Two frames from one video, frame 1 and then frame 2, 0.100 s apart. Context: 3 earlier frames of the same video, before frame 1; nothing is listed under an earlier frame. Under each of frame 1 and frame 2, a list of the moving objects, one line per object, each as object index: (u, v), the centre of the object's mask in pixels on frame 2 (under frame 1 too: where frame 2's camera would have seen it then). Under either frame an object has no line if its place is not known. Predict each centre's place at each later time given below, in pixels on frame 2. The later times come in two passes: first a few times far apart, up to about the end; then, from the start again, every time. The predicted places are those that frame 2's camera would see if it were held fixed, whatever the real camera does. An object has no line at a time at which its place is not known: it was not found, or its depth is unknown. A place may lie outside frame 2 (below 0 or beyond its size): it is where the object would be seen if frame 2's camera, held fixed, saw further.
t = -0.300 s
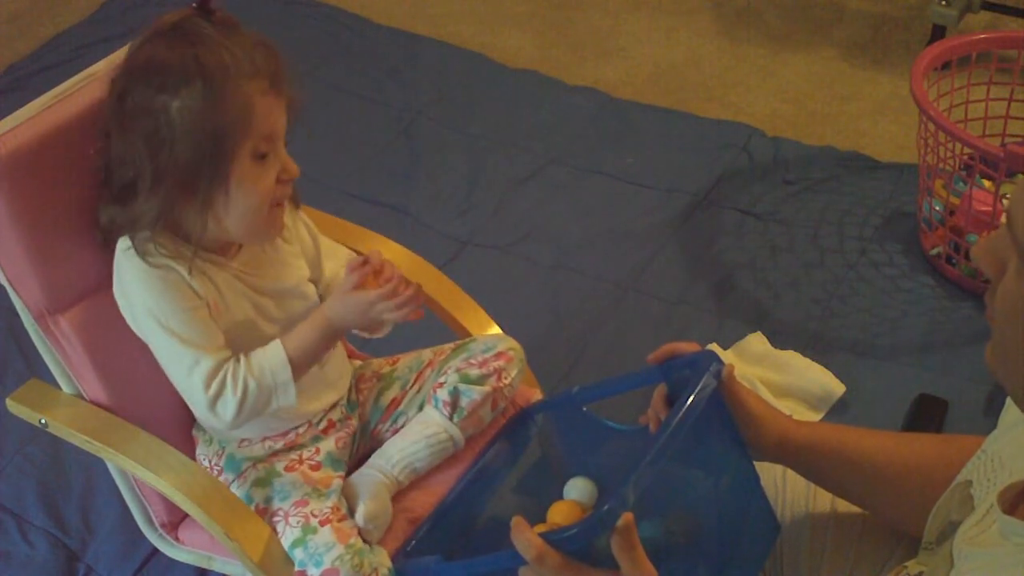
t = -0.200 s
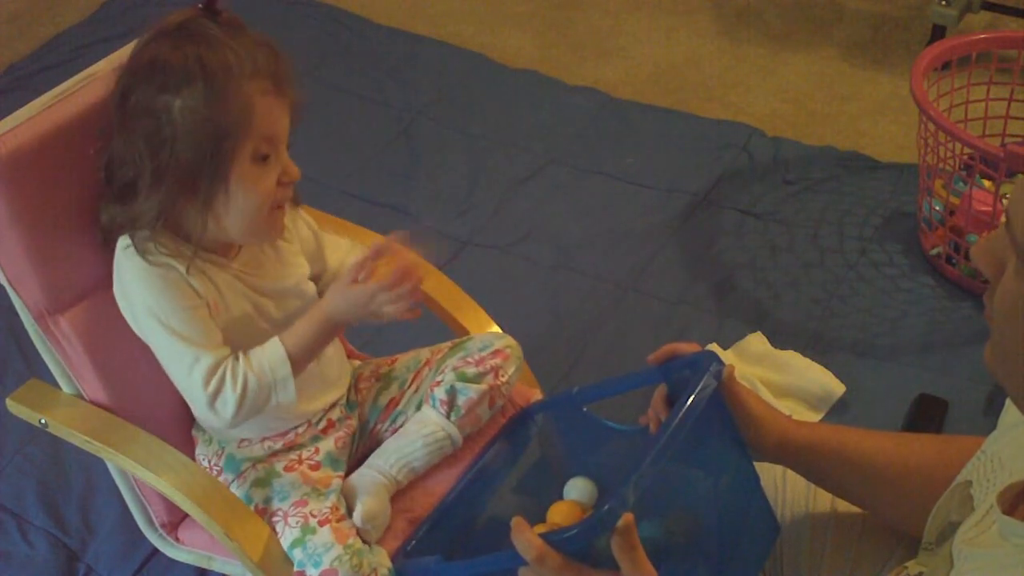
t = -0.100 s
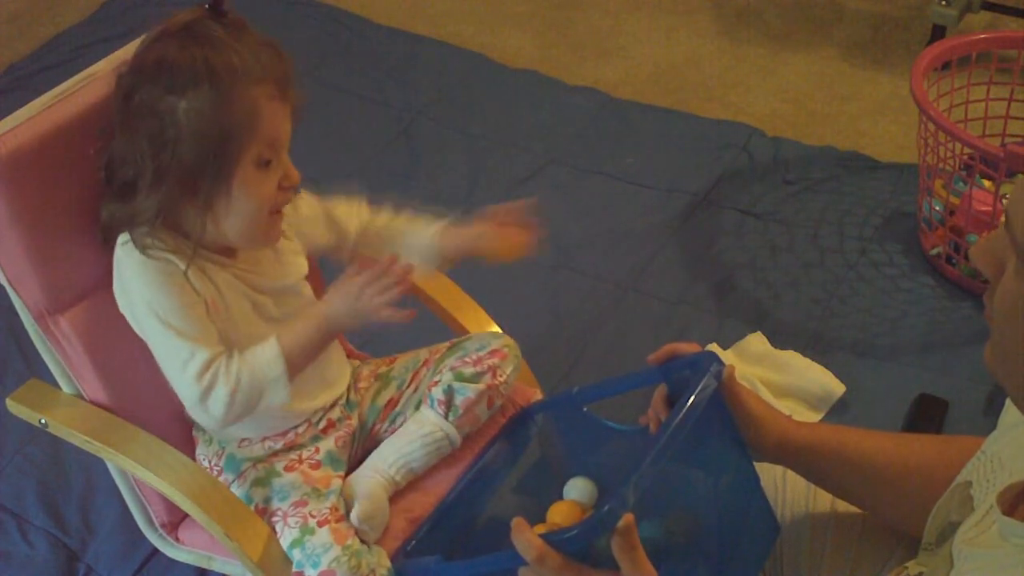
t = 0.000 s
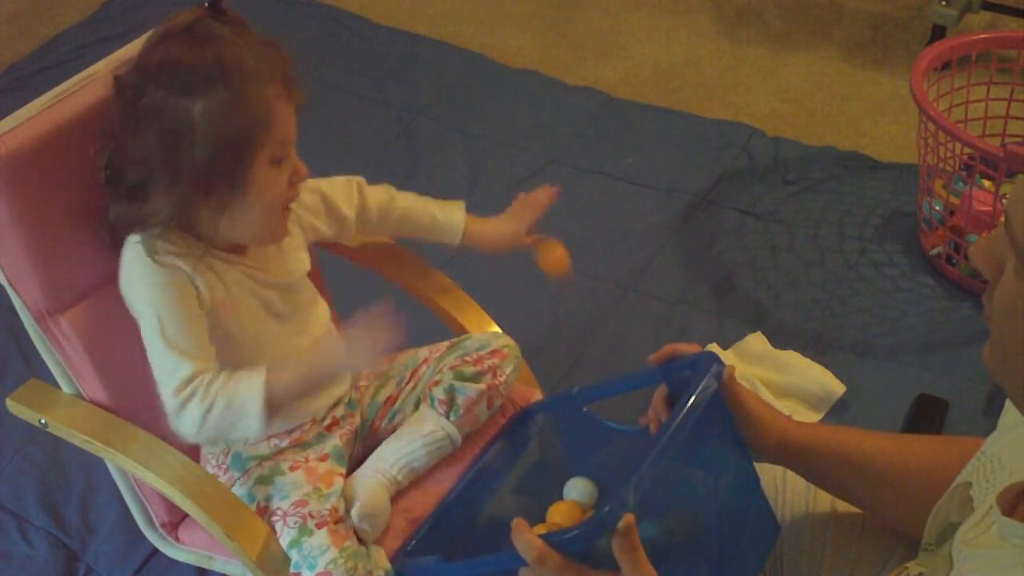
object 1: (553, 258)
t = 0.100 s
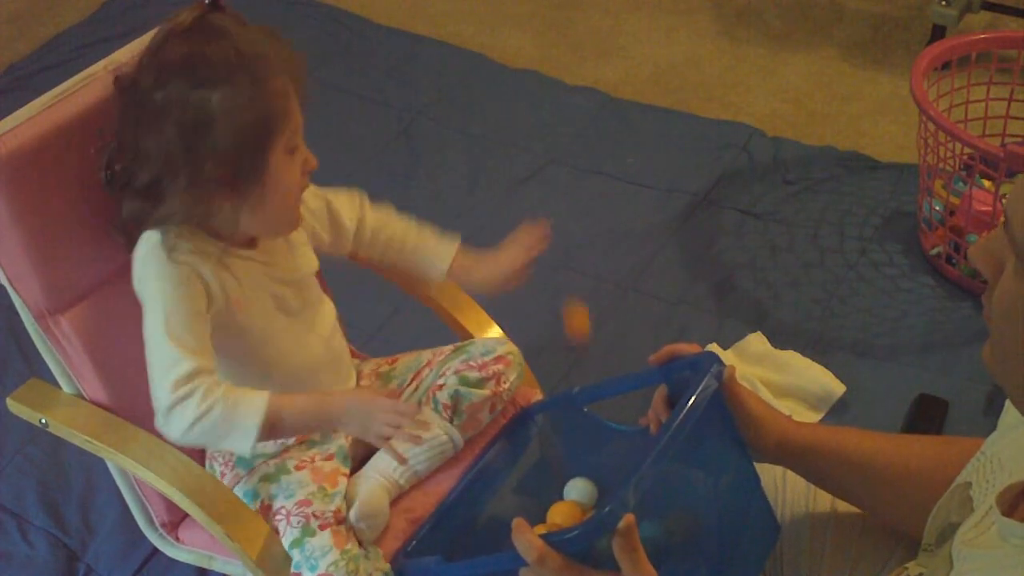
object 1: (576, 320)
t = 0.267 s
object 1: (590, 255)
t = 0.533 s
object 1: (609, 214)
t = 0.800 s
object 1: (631, 172)
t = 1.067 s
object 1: (648, 151)
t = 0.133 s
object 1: (580, 325)
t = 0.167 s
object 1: (584, 300)
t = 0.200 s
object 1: (586, 277)
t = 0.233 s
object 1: (588, 262)
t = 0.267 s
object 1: (590, 255)
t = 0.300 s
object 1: (591, 254)
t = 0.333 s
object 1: (592, 256)
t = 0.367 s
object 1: (595, 252)
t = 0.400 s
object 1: (598, 240)
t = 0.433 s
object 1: (601, 231)
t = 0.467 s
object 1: (604, 223)
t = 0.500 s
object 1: (607, 219)
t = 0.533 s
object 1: (609, 214)
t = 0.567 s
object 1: (612, 207)
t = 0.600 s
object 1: (615, 201)
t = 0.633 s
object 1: (618, 195)
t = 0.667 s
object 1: (621, 192)
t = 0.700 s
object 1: (623, 187)
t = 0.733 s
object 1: (626, 182)
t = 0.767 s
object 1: (628, 177)
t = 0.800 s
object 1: (631, 172)
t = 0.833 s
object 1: (633, 168)
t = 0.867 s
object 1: (636, 165)
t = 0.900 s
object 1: (638, 163)
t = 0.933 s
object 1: (640, 160)
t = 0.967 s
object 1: (642, 157)
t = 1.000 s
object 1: (644, 155)
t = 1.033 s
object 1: (646, 153)
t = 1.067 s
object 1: (648, 151)
